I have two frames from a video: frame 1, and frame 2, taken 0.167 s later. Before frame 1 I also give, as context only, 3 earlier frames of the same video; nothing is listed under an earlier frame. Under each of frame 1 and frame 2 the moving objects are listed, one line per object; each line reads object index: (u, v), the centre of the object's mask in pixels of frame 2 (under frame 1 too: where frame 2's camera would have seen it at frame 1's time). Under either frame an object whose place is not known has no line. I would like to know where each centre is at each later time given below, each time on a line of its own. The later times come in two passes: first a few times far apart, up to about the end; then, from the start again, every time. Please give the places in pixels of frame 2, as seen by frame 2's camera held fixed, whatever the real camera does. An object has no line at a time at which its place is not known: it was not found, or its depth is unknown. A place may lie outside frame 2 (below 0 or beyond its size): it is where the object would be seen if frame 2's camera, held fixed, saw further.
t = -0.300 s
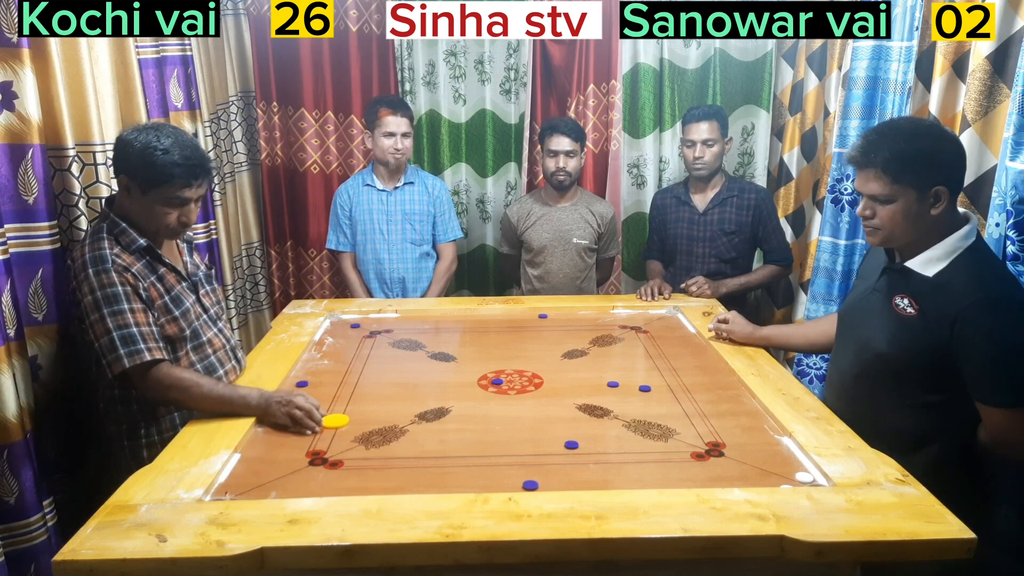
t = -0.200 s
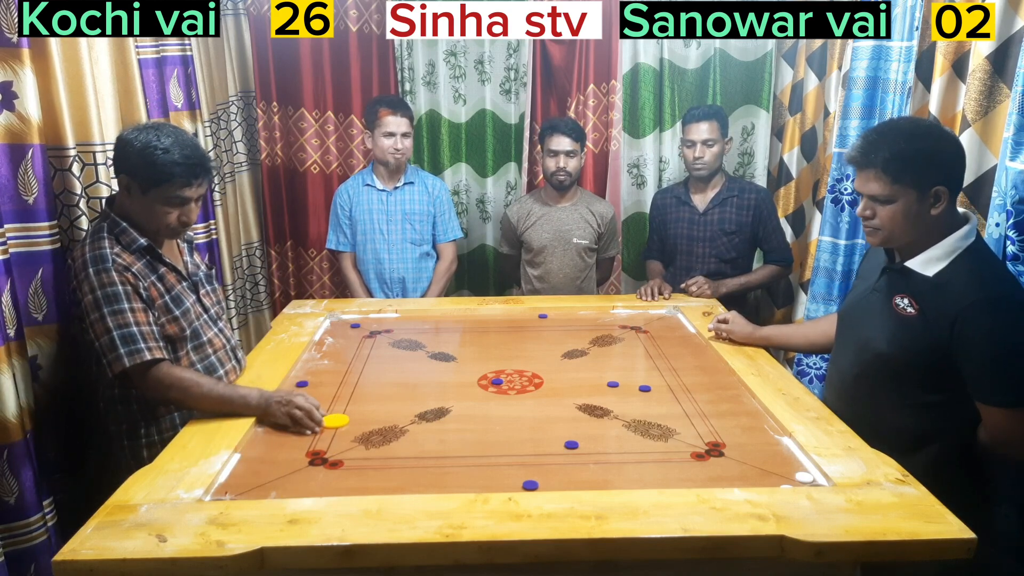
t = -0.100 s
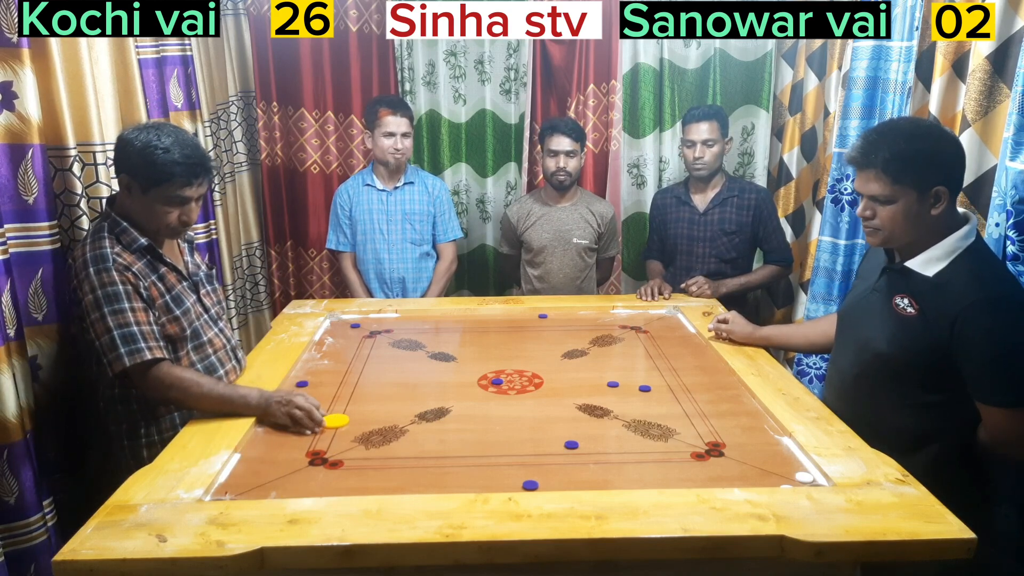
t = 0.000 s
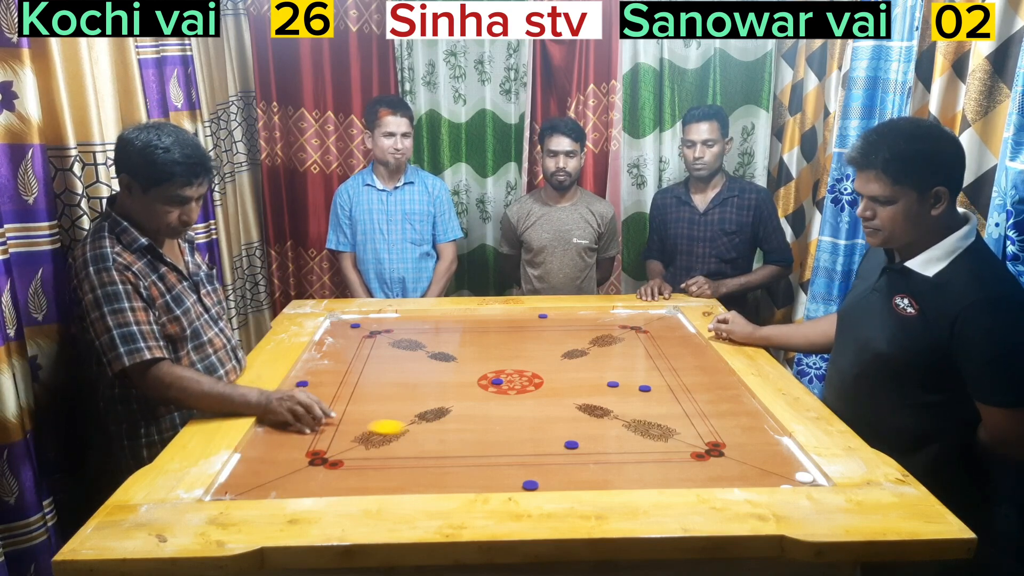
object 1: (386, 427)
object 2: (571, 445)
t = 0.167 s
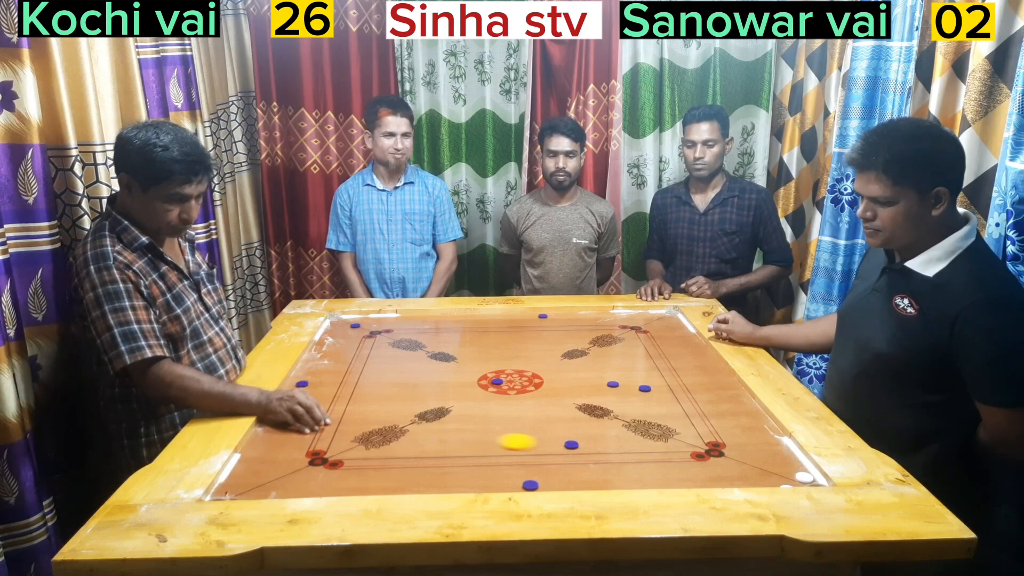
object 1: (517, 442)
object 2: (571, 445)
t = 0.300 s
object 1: (600, 454)
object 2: (678, 443)
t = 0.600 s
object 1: (749, 477)
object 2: (777, 437)
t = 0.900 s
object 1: (801, 480)
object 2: (777, 437)
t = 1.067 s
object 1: (801, 480)
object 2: (776, 437)
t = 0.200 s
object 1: (543, 444)
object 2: (572, 445)
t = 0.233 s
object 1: (563, 448)
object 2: (602, 444)
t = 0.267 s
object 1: (581, 451)
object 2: (640, 443)
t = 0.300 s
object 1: (600, 454)
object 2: (678, 443)
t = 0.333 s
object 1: (617, 456)
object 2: (713, 440)
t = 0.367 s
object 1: (635, 459)
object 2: (751, 440)
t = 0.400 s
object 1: (653, 462)
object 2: (780, 438)
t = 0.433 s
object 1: (669, 465)
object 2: (779, 437)
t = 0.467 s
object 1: (685, 467)
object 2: (778, 438)
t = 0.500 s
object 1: (702, 470)
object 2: (777, 437)
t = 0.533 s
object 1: (718, 472)
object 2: (776, 437)
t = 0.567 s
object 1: (733, 474)
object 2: (776, 437)
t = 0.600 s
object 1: (749, 477)
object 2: (777, 437)
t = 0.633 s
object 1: (763, 478)
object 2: (776, 437)
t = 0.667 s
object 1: (774, 478)
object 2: (777, 437)
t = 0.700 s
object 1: (783, 479)
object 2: (777, 437)
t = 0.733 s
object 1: (790, 479)
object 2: (777, 437)
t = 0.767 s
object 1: (795, 479)
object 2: (776, 437)
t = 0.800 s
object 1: (797, 480)
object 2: (777, 437)
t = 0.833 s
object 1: (799, 480)
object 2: (777, 438)
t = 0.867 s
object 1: (800, 480)
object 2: (777, 437)
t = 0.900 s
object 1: (801, 480)
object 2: (777, 437)
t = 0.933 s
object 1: (801, 480)
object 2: (777, 437)
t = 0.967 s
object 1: (801, 480)
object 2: (777, 437)
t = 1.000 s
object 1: (801, 480)
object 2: (777, 437)
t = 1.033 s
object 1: (801, 481)
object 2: (776, 437)
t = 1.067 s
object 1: (801, 480)
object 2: (776, 437)
